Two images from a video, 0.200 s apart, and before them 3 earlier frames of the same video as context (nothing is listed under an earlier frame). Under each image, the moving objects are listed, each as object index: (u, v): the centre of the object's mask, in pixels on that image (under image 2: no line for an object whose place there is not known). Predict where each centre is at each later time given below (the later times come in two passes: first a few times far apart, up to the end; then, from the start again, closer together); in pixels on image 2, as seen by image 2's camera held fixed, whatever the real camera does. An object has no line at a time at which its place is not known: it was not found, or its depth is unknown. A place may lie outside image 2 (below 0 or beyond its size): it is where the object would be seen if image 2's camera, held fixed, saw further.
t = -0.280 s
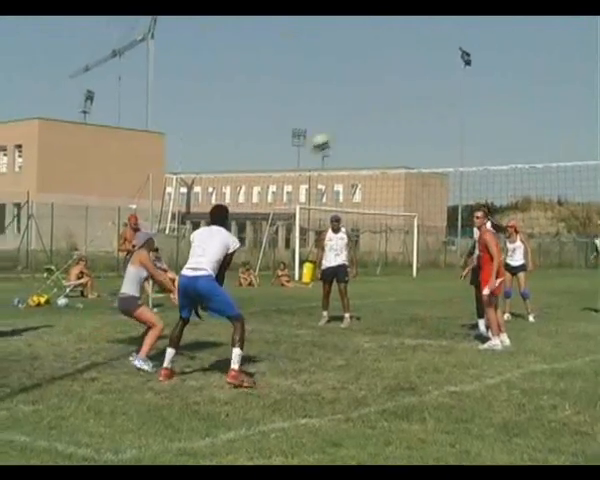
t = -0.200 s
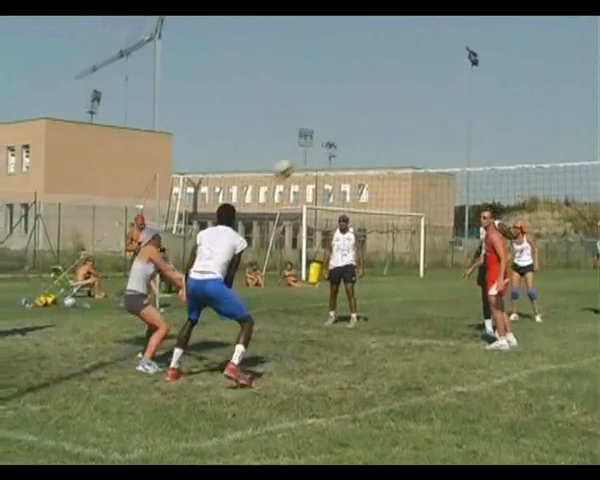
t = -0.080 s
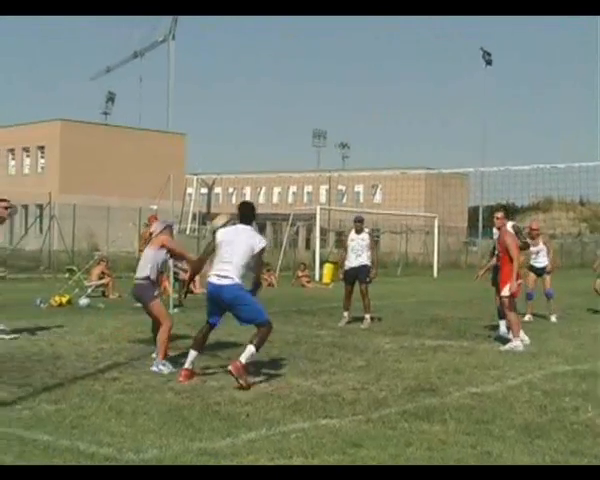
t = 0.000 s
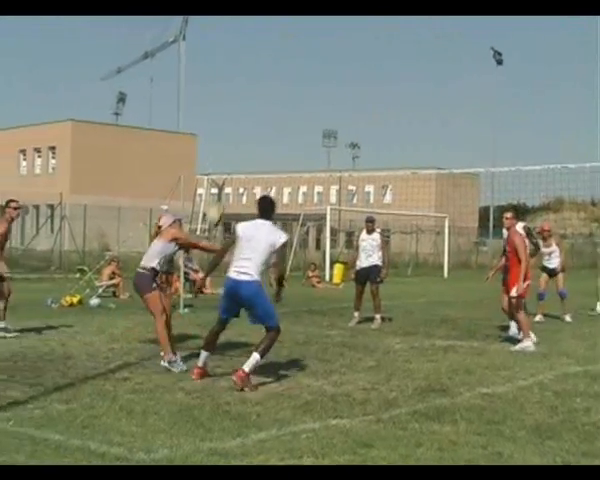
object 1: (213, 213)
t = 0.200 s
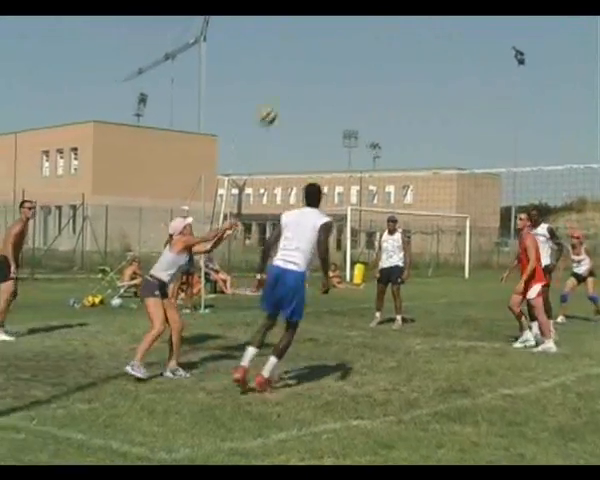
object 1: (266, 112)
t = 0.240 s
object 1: (270, 95)
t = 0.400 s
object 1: (292, 55)
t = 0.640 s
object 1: (316, 35)
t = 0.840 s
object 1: (336, 58)
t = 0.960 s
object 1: (346, 85)
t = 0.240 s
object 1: (270, 95)
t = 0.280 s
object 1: (277, 82)
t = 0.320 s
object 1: (280, 71)
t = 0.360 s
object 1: (286, 63)
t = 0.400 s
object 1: (292, 55)
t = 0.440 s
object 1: (296, 46)
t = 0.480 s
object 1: (300, 42)
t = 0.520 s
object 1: (304, 39)
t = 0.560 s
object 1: (309, 37)
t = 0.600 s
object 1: (312, 36)
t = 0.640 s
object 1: (316, 35)
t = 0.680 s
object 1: (320, 38)
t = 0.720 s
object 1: (324, 43)
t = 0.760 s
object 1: (329, 47)
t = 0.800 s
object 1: (333, 53)
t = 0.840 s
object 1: (336, 58)
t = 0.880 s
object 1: (338, 67)
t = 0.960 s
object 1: (346, 85)
